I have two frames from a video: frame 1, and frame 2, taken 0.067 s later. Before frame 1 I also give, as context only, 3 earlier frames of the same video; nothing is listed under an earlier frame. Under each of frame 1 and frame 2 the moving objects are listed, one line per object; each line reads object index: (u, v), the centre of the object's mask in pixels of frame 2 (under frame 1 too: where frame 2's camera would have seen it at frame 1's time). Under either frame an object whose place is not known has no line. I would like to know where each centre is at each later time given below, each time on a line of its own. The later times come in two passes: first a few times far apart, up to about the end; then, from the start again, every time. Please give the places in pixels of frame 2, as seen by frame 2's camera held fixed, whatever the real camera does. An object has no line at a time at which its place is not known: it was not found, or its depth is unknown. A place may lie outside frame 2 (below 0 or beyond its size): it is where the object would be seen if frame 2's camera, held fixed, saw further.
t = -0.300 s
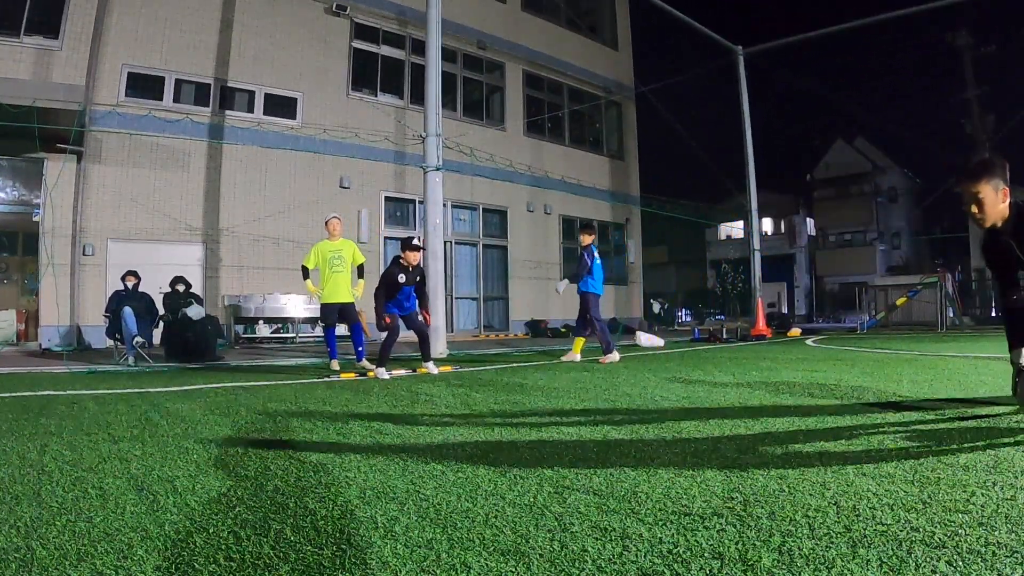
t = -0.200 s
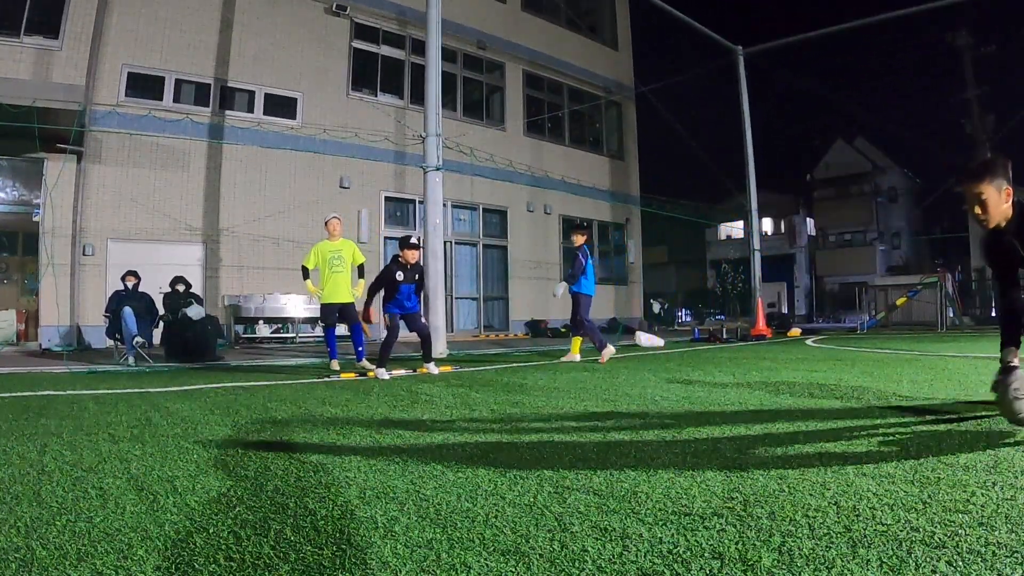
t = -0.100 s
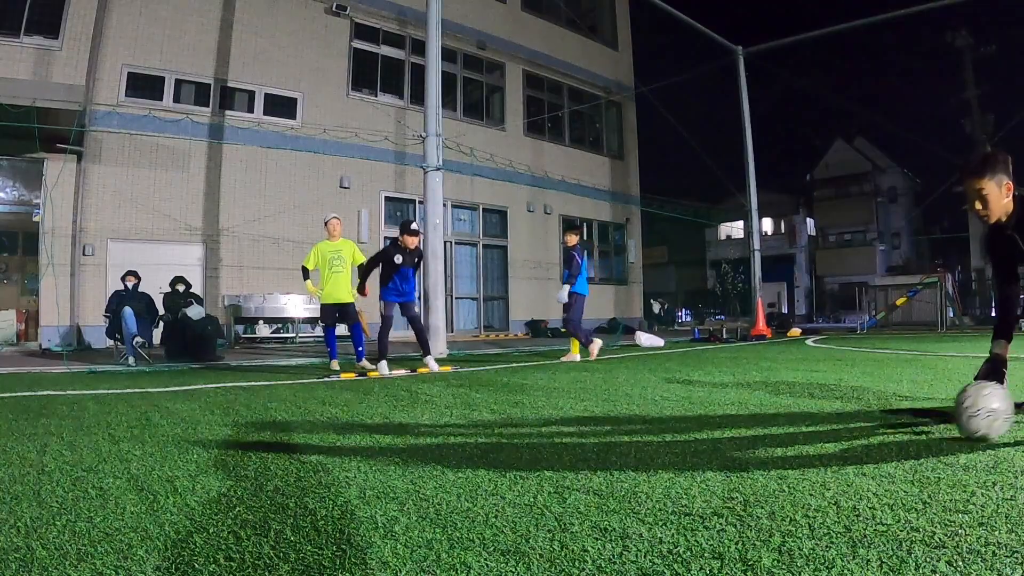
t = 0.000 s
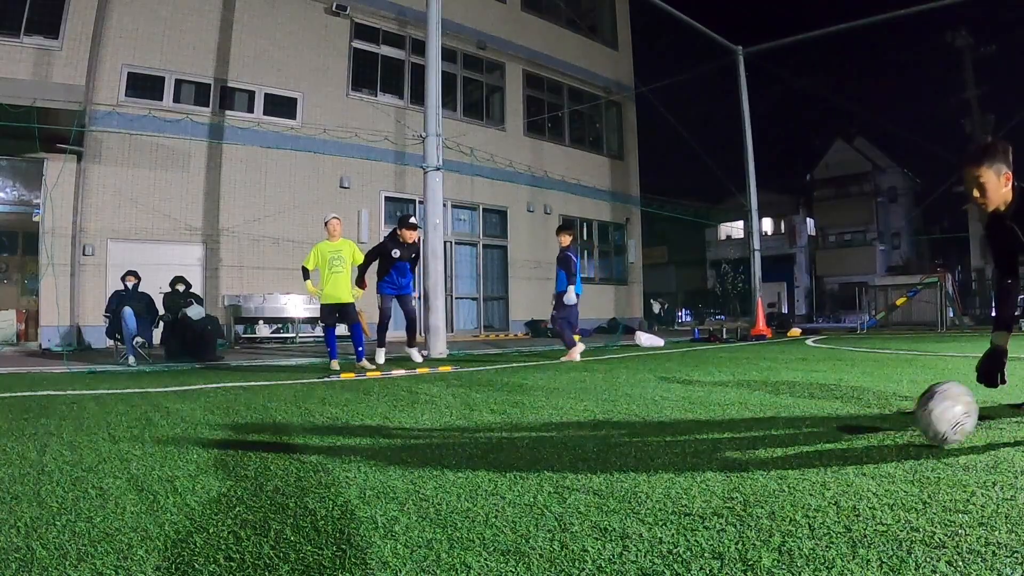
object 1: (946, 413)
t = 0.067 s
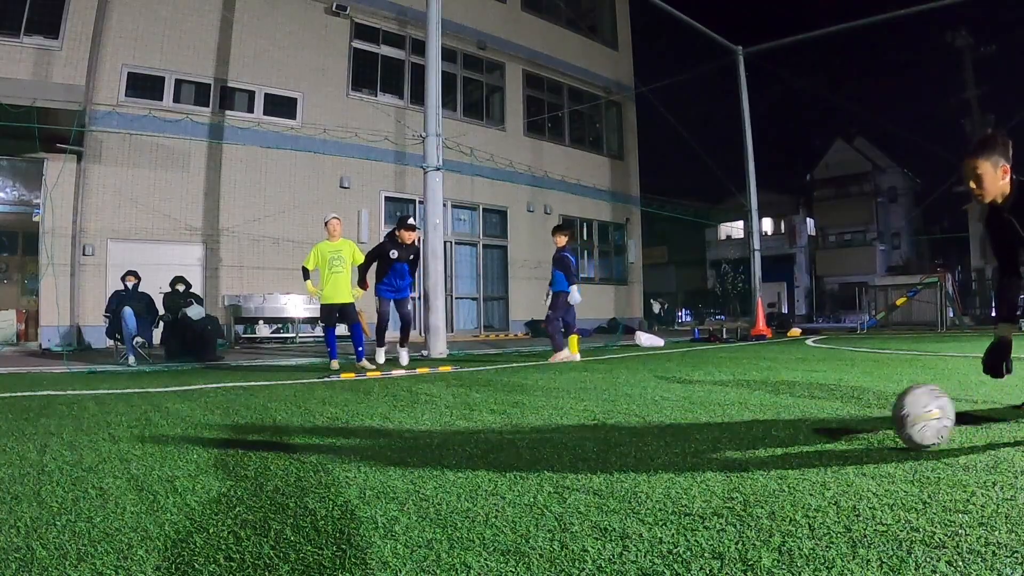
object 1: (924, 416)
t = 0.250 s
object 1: (860, 427)
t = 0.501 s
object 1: (758, 435)
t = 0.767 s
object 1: (643, 441)
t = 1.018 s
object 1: (532, 442)
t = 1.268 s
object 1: (434, 442)
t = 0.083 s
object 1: (918, 416)
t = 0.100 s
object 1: (913, 417)
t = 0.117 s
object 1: (908, 418)
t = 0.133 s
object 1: (902, 421)
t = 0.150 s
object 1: (896, 423)
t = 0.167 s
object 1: (890, 423)
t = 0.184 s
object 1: (885, 423)
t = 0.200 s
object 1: (878, 424)
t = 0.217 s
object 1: (872, 425)
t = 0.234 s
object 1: (866, 426)
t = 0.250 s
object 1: (860, 427)
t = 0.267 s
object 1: (852, 427)
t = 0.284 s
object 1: (846, 428)
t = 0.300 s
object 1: (840, 428)
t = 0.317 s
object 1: (834, 428)
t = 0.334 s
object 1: (827, 428)
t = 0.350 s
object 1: (820, 429)
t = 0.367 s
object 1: (813, 430)
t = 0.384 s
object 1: (806, 431)
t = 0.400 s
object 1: (799, 432)
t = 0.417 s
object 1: (793, 432)
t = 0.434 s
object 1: (786, 433)
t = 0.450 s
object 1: (778, 435)
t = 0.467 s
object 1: (772, 435)
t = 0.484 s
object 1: (765, 435)
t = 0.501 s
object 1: (758, 435)
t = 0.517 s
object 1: (752, 435)
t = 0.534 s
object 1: (745, 436)
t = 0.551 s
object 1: (737, 436)
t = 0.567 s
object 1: (730, 437)
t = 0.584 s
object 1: (723, 437)
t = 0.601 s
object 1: (716, 438)
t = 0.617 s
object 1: (708, 438)
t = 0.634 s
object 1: (701, 439)
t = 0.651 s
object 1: (694, 439)
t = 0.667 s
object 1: (686, 441)
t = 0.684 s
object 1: (679, 441)
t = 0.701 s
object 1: (672, 441)
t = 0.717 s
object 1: (665, 441)
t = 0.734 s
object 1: (658, 441)
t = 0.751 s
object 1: (651, 442)
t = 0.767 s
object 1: (643, 441)
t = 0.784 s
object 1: (635, 442)
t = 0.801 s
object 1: (627, 442)
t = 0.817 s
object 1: (619, 442)
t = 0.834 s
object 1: (612, 442)
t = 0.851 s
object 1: (605, 442)
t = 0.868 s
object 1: (597, 443)
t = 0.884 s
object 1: (590, 443)
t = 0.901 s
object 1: (583, 444)
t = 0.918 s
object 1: (575, 444)
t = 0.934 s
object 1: (567, 444)
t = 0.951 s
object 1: (560, 444)
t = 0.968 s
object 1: (553, 444)
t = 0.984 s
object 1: (546, 444)
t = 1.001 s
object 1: (539, 443)
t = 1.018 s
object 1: (532, 442)
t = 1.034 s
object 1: (525, 443)
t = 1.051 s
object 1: (519, 443)
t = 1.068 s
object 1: (512, 443)
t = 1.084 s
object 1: (505, 443)
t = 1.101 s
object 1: (498, 443)
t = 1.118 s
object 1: (492, 443)
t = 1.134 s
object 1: (486, 443)
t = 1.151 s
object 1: (479, 444)
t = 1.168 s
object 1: (472, 444)
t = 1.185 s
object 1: (465, 443)
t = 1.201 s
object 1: (459, 443)
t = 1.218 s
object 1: (453, 444)
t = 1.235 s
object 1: (446, 443)
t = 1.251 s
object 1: (441, 442)
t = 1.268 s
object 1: (434, 442)
